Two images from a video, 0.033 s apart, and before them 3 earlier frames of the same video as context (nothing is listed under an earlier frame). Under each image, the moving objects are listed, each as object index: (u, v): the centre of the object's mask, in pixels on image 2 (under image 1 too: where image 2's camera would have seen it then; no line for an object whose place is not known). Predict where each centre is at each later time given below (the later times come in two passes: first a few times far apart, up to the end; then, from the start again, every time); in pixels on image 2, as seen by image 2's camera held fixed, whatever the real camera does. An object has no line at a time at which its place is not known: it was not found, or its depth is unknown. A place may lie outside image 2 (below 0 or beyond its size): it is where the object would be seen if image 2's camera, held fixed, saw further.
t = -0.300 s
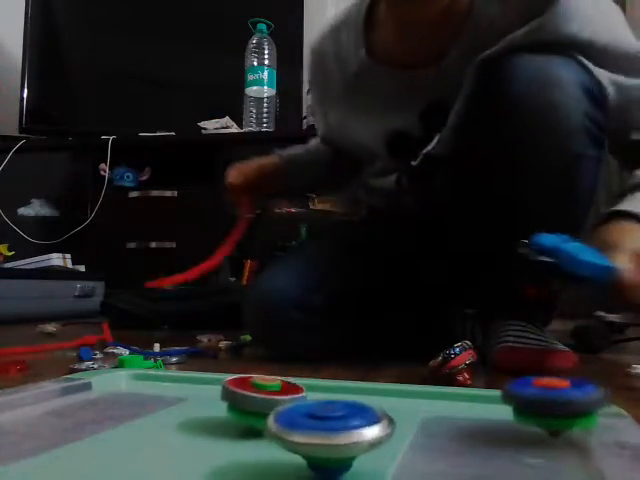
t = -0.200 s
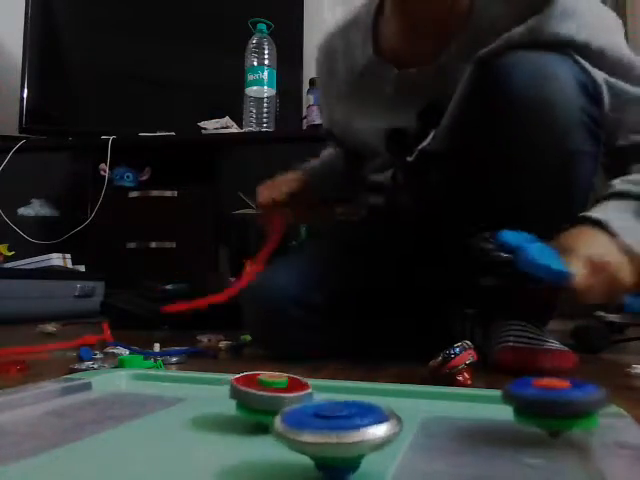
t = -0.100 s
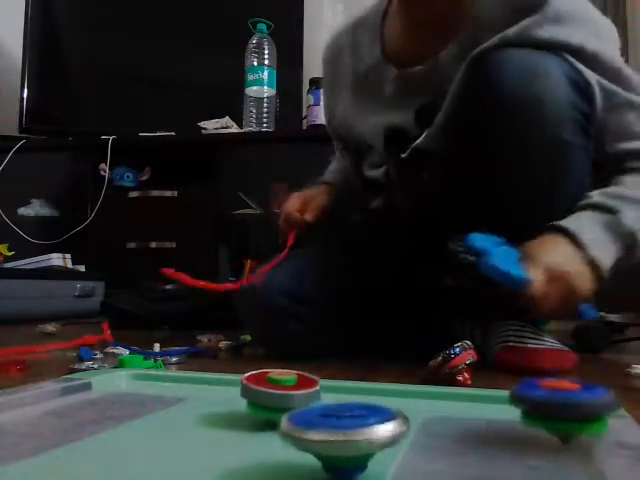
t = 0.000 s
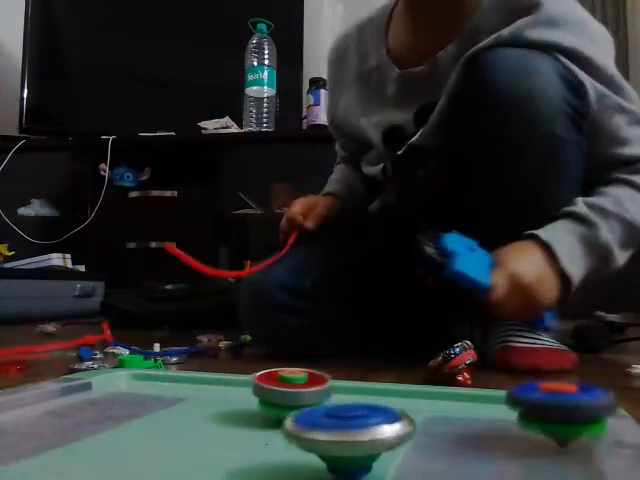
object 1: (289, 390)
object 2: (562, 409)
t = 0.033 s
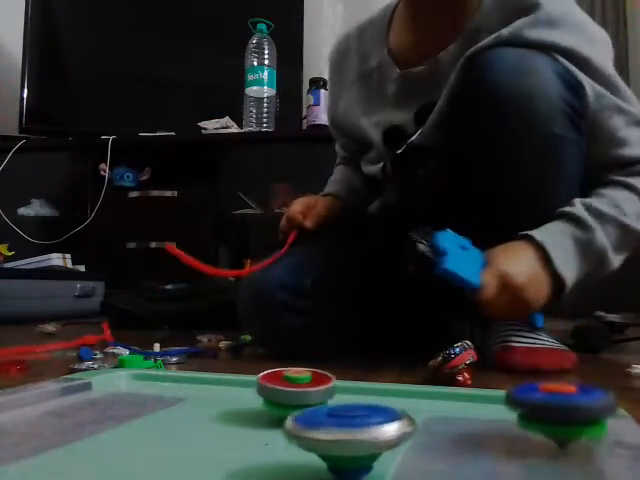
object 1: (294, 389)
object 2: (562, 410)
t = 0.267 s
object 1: (324, 386)
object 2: (546, 418)
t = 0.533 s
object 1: (354, 387)
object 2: (495, 423)
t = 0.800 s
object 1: (356, 403)
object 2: (565, 423)
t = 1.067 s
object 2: (576, 425)
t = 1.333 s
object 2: (552, 426)
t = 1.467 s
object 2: (516, 423)
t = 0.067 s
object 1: (297, 389)
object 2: (561, 411)
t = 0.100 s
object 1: (302, 389)
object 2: (561, 412)
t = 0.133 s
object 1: (306, 388)
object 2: (559, 413)
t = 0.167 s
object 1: (310, 387)
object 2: (556, 415)
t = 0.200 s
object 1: (315, 387)
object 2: (553, 416)
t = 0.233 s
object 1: (320, 386)
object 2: (550, 417)
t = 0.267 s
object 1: (324, 386)
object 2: (546, 418)
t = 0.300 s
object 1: (329, 386)
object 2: (542, 419)
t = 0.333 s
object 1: (333, 386)
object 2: (539, 420)
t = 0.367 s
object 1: (337, 386)
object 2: (537, 421)
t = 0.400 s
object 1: (341, 386)
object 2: (532, 422)
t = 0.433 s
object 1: (345, 386)
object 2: (524, 423)
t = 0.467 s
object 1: (348, 386)
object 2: (515, 423)
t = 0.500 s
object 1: (351, 387)
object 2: (507, 422)
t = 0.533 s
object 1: (354, 387)
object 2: (495, 423)
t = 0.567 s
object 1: (357, 388)
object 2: (486, 424)
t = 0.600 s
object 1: (359, 388)
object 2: (479, 425)
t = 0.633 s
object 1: (360, 388)
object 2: (471, 425)
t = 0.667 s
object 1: (362, 388)
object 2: (473, 424)
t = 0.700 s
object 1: (361, 396)
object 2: (512, 423)
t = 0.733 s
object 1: (358, 401)
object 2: (535, 423)
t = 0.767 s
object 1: (357, 401)
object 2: (553, 422)
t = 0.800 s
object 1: (356, 403)
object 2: (565, 423)
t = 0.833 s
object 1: (355, 404)
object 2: (573, 423)
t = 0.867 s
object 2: (575, 423)
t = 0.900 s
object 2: (573, 423)
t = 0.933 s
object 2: (574, 423)
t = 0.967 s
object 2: (574, 424)
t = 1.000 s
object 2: (575, 424)
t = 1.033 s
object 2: (575, 424)
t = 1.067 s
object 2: (576, 425)
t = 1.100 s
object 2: (576, 426)
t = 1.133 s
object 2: (576, 426)
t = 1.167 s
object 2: (575, 427)
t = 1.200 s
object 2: (572, 426)
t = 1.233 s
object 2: (569, 427)
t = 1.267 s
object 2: (565, 426)
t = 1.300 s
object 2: (559, 426)
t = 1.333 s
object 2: (552, 426)
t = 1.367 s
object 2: (544, 425)
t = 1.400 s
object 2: (534, 425)
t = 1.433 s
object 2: (526, 425)
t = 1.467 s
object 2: (516, 423)
